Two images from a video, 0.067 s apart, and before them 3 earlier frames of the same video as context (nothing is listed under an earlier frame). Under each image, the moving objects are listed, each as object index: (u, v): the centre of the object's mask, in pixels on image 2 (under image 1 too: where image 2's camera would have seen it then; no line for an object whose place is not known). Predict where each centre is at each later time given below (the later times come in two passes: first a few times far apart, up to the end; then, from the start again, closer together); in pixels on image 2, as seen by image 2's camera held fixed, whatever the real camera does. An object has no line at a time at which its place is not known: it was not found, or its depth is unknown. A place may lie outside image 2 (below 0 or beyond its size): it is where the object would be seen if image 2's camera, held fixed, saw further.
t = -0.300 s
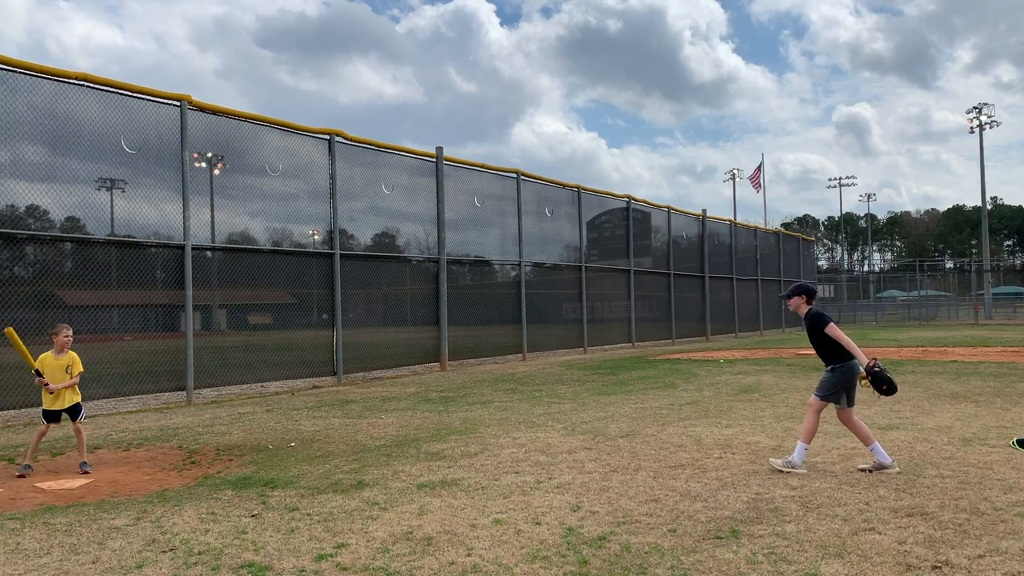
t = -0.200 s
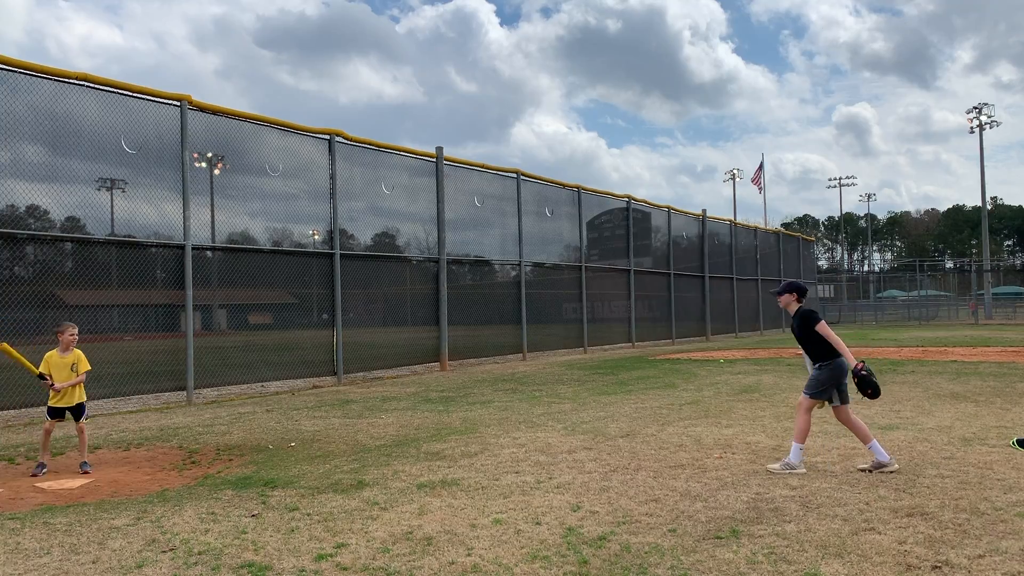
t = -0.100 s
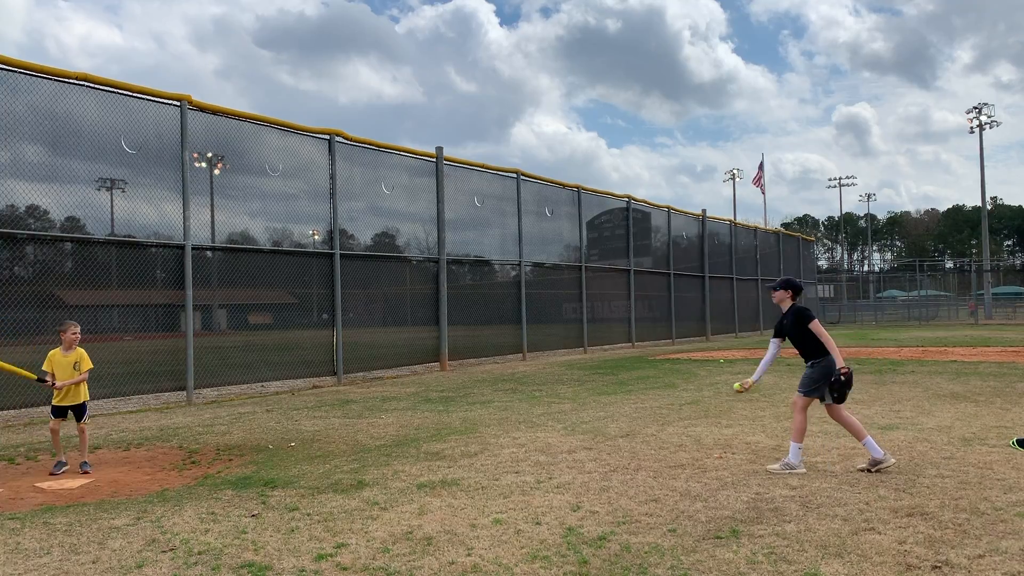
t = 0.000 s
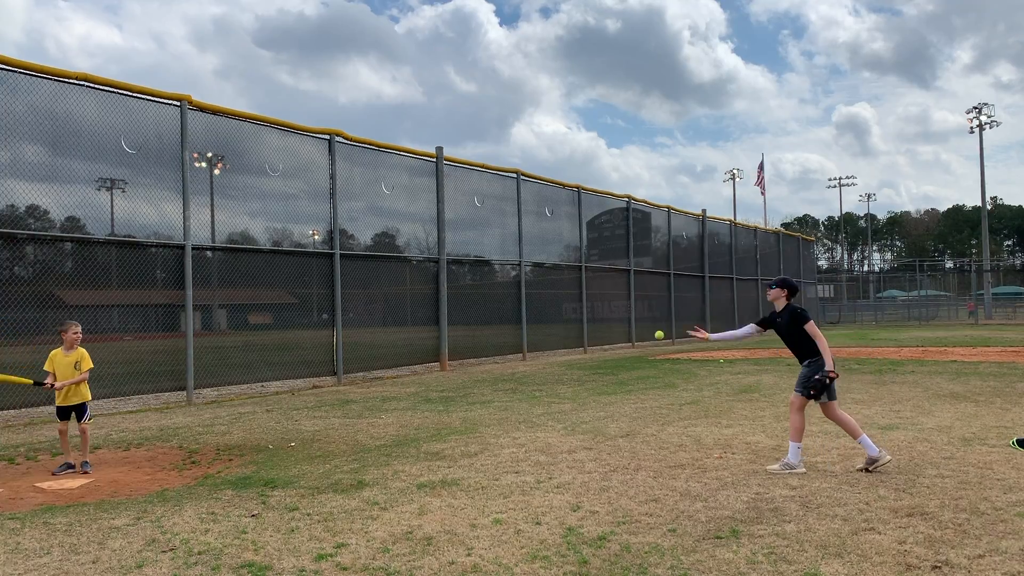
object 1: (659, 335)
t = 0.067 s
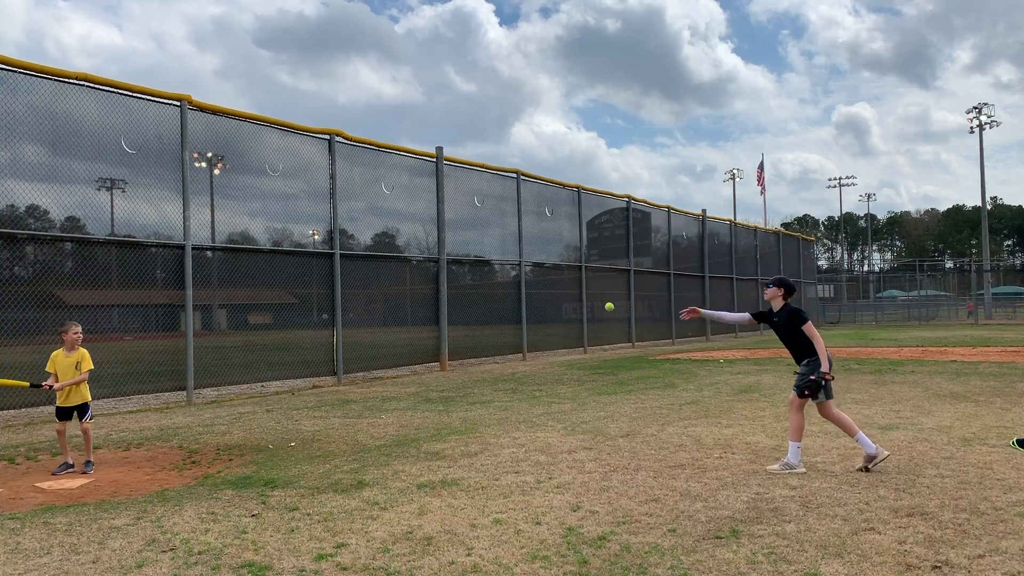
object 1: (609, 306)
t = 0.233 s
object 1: (490, 261)
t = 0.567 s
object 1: (265, 275)
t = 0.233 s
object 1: (490, 261)
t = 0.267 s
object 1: (466, 256)
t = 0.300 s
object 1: (443, 253)
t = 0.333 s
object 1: (421, 251)
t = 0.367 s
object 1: (398, 251)
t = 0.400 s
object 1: (376, 251)
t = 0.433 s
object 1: (353, 253)
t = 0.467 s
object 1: (331, 257)
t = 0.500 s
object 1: (309, 262)
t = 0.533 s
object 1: (287, 268)
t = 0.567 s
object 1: (265, 275)
